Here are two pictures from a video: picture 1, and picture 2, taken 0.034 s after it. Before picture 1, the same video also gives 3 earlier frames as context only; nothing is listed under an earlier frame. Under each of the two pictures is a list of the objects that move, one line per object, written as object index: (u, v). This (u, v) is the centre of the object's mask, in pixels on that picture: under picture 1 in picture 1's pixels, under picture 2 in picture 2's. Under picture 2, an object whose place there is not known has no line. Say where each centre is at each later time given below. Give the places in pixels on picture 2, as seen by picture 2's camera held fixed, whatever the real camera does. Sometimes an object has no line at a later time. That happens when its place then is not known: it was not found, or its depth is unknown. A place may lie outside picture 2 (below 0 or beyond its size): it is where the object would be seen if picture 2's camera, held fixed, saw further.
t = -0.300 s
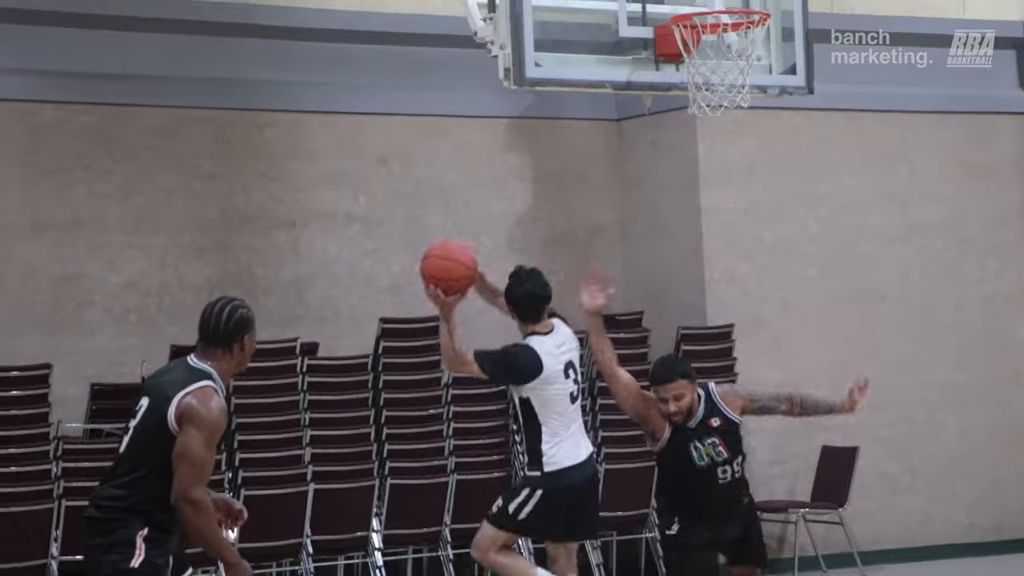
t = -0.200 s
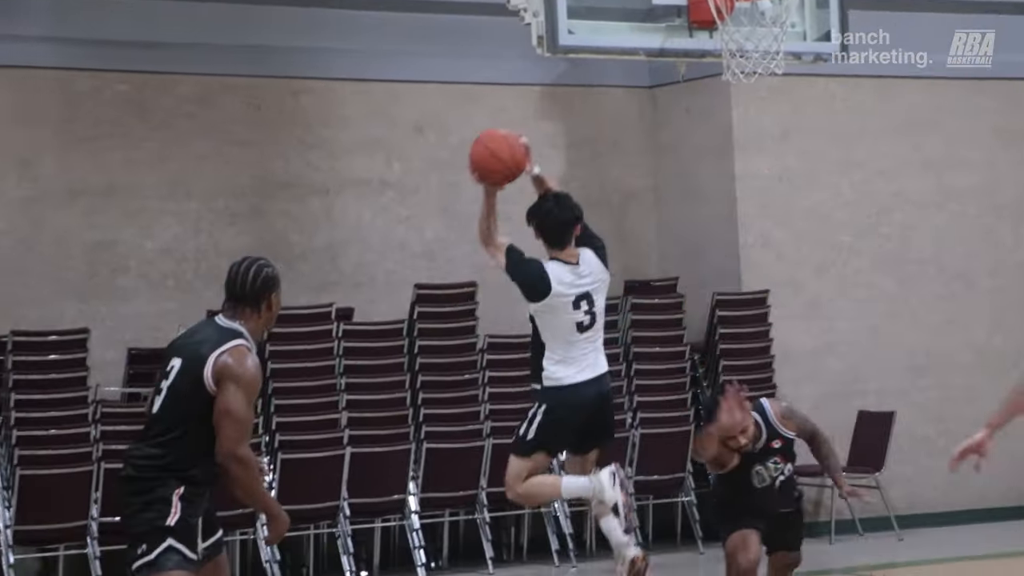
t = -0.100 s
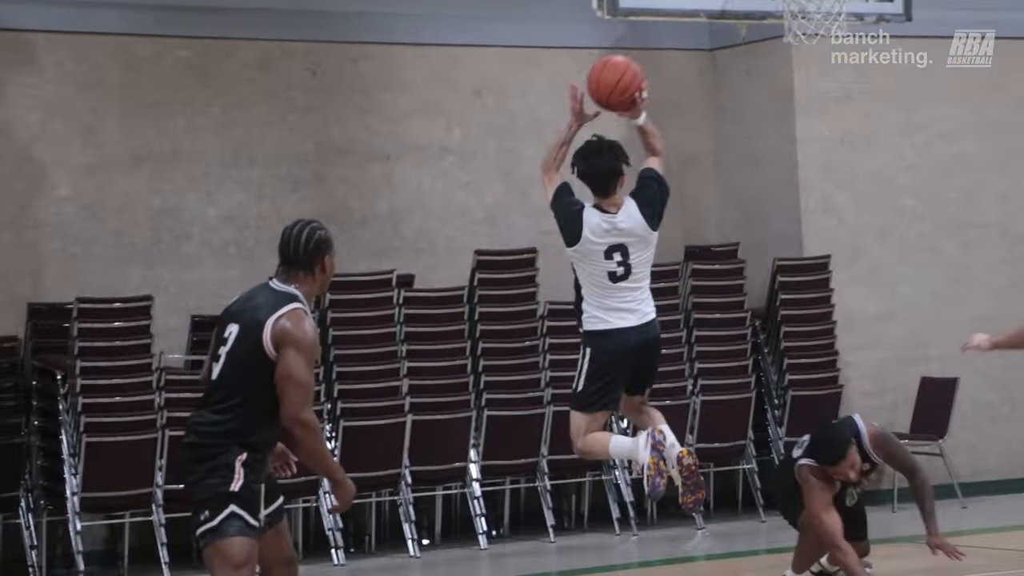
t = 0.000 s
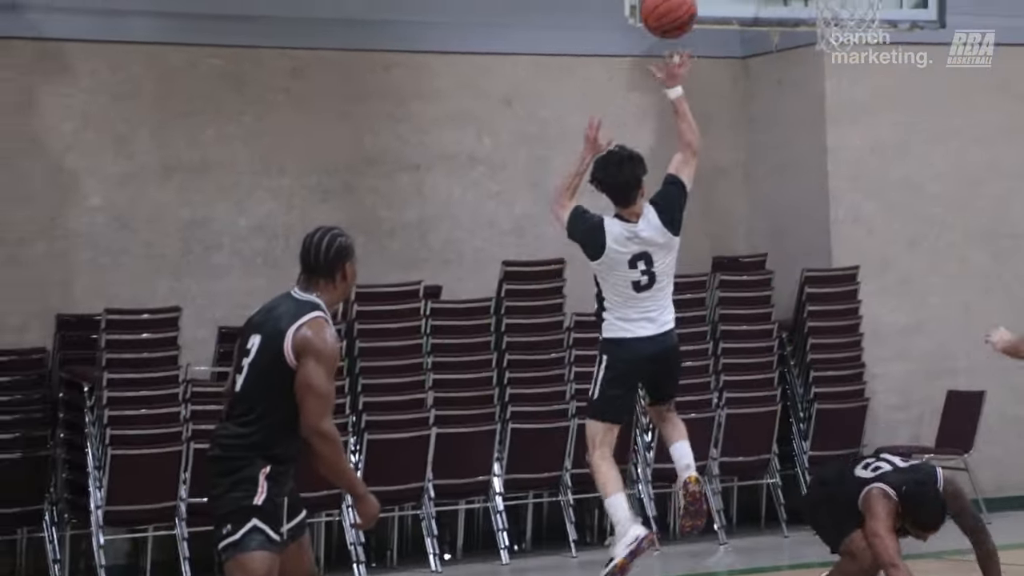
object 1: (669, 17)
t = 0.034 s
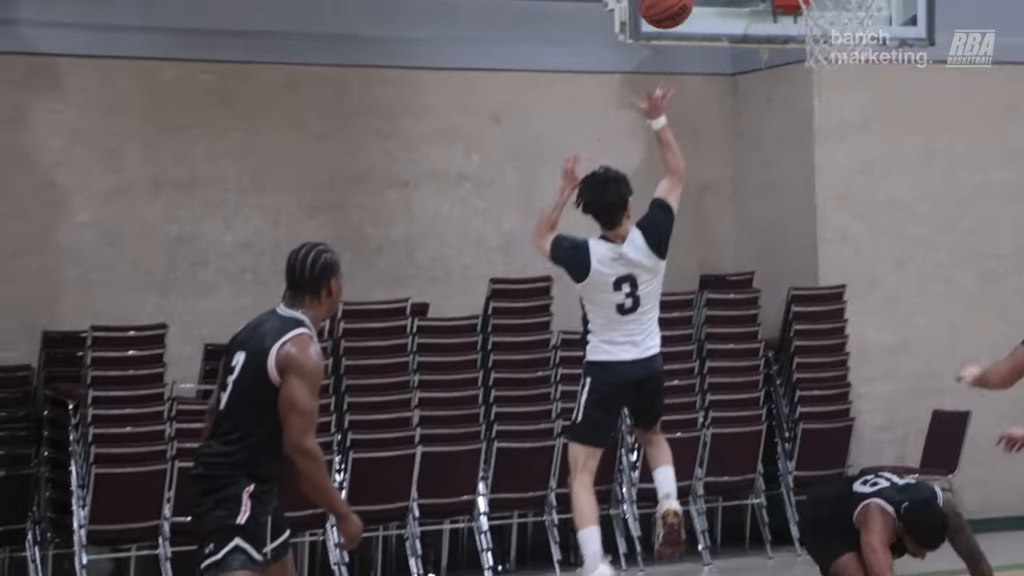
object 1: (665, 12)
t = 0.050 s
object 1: (668, -1)
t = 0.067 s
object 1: (671, -15)
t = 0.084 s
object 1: (675, -28)
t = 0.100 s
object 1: (678, -42)
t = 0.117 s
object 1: (681, -54)
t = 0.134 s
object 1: (684, -64)
